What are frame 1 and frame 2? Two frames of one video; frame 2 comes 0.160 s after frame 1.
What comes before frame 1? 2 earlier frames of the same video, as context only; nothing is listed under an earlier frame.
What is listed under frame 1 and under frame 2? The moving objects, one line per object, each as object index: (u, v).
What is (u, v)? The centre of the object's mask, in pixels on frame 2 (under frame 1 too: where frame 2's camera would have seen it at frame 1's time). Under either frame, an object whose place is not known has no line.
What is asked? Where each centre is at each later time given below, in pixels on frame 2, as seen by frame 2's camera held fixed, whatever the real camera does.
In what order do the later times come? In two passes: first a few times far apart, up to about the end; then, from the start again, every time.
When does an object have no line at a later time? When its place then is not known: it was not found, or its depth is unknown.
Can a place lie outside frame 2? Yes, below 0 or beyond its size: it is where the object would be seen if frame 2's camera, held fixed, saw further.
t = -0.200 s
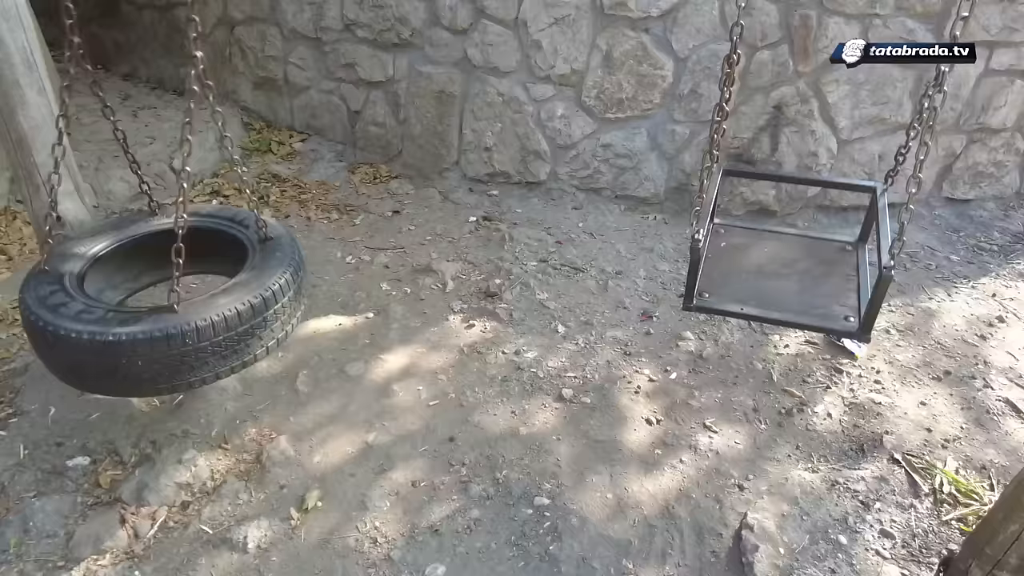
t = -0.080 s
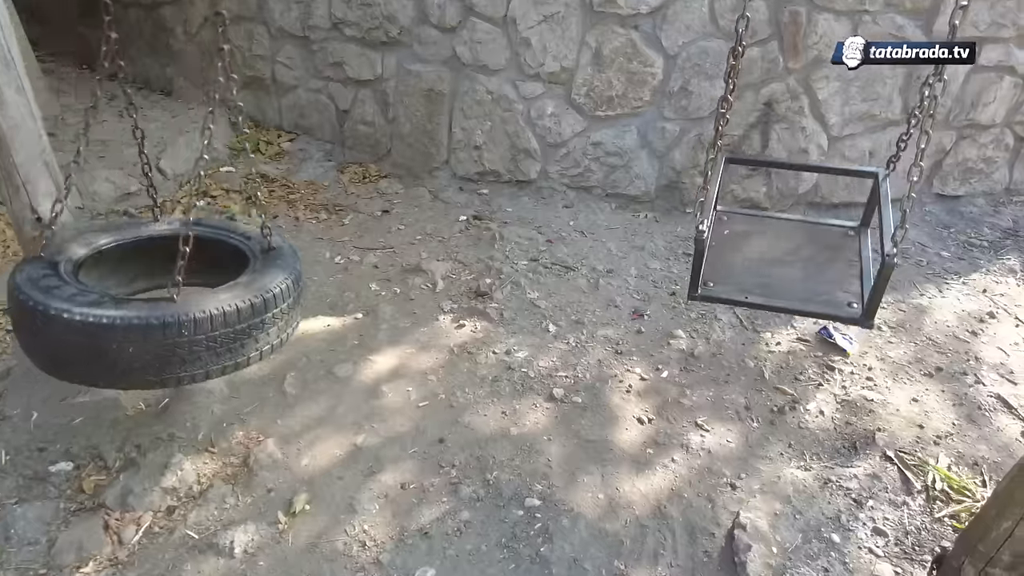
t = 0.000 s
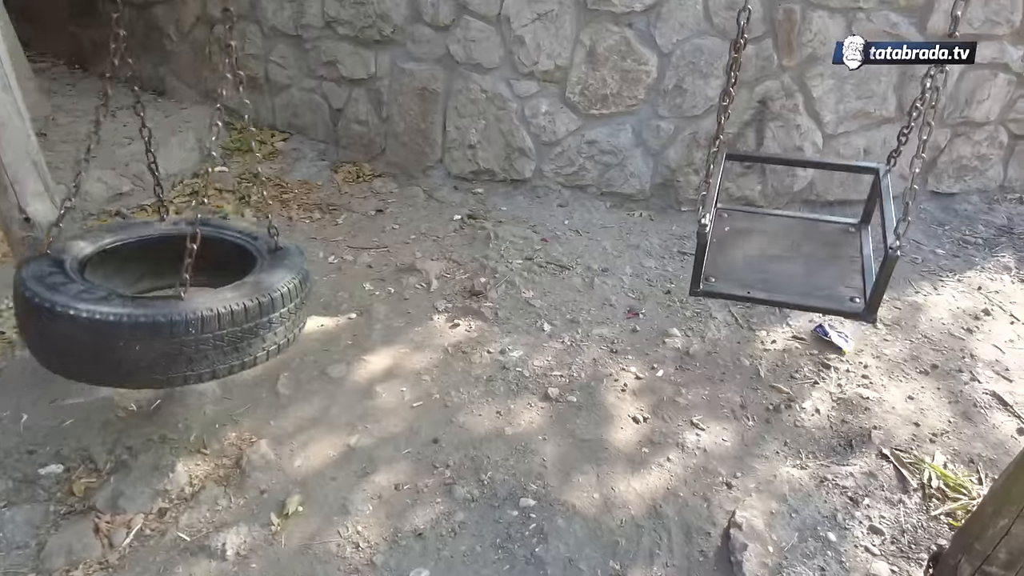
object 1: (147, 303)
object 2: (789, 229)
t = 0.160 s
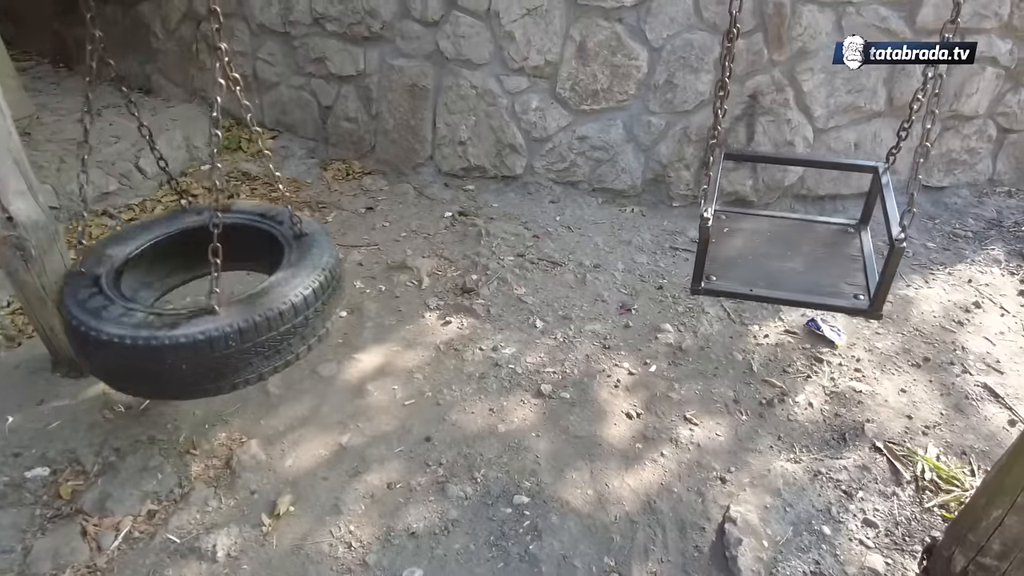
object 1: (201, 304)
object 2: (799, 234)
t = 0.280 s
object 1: (244, 302)
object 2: (801, 244)
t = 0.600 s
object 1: (330, 268)
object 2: (778, 298)
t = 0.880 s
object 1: (380, 260)
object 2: (737, 358)
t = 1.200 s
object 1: (361, 241)
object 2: (686, 397)
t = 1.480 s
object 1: (307, 267)
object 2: (666, 385)
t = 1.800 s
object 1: (207, 275)
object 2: (695, 331)
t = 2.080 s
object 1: (166, 299)
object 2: (739, 278)
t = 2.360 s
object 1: (158, 306)
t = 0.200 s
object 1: (216, 305)
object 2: (800, 237)
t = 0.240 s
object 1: (229, 305)
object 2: (801, 240)
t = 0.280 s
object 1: (244, 302)
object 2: (801, 244)
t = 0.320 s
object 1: (259, 300)
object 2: (799, 249)
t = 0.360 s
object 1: (274, 295)
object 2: (798, 254)
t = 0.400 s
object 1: (282, 294)
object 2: (796, 260)
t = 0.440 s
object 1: (292, 291)
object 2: (793, 266)
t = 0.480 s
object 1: (301, 285)
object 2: (791, 274)
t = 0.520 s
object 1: (311, 274)
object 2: (787, 282)
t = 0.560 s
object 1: (320, 269)
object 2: (783, 290)
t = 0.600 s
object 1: (330, 268)
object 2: (778, 298)
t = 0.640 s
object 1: (338, 262)
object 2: (774, 308)
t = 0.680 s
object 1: (348, 261)
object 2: (768, 317)
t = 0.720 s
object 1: (358, 262)
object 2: (763, 326)
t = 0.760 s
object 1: (364, 264)
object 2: (758, 334)
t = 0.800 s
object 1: (375, 262)
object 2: (751, 343)
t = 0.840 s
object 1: (375, 262)
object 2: (744, 350)
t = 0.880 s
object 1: (380, 260)
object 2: (737, 358)
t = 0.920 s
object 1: (378, 259)
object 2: (730, 366)
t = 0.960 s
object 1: (385, 257)
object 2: (723, 372)
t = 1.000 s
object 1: (381, 256)
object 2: (716, 378)
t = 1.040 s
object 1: (383, 252)
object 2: (709, 383)
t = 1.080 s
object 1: (374, 251)
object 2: (703, 388)
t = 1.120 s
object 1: (371, 247)
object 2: (697, 392)
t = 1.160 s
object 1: (366, 243)
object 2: (691, 395)
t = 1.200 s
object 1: (361, 241)
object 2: (686, 397)
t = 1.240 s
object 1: (355, 240)
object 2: (681, 397)
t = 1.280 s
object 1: (348, 242)
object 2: (676, 398)
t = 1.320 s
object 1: (341, 247)
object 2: (672, 397)
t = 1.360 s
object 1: (337, 251)
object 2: (669, 394)
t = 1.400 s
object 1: (325, 258)
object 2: (667, 392)
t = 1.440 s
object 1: (316, 264)
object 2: (666, 389)
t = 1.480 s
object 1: (307, 267)
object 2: (666, 385)
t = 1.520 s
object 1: (300, 269)
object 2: (667, 380)
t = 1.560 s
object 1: (283, 272)
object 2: (669, 374)
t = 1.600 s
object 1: (273, 273)
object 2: (672, 368)
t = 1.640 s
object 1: (265, 275)
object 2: (675, 361)
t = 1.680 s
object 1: (245, 277)
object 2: (680, 354)
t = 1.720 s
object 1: (234, 275)
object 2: (684, 346)
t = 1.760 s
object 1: (220, 272)
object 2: (689, 338)
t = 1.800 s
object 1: (207, 275)
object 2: (695, 331)
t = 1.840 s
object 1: (194, 277)
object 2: (700, 323)
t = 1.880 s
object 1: (185, 279)
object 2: (707, 316)
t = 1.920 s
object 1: (178, 283)
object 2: (713, 308)
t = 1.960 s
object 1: (171, 288)
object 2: (720, 300)
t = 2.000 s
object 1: (168, 289)
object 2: (726, 292)
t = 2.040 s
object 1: (165, 290)
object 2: (733, 285)
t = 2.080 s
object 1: (166, 299)
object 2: (739, 278)
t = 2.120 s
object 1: (163, 300)
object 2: (745, 271)
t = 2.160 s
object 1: (161, 301)
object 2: (751, 264)
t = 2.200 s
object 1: (161, 301)
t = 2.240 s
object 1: (158, 304)
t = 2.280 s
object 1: (158, 304)
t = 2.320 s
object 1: (157, 306)
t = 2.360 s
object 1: (158, 306)
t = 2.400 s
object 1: (159, 306)
